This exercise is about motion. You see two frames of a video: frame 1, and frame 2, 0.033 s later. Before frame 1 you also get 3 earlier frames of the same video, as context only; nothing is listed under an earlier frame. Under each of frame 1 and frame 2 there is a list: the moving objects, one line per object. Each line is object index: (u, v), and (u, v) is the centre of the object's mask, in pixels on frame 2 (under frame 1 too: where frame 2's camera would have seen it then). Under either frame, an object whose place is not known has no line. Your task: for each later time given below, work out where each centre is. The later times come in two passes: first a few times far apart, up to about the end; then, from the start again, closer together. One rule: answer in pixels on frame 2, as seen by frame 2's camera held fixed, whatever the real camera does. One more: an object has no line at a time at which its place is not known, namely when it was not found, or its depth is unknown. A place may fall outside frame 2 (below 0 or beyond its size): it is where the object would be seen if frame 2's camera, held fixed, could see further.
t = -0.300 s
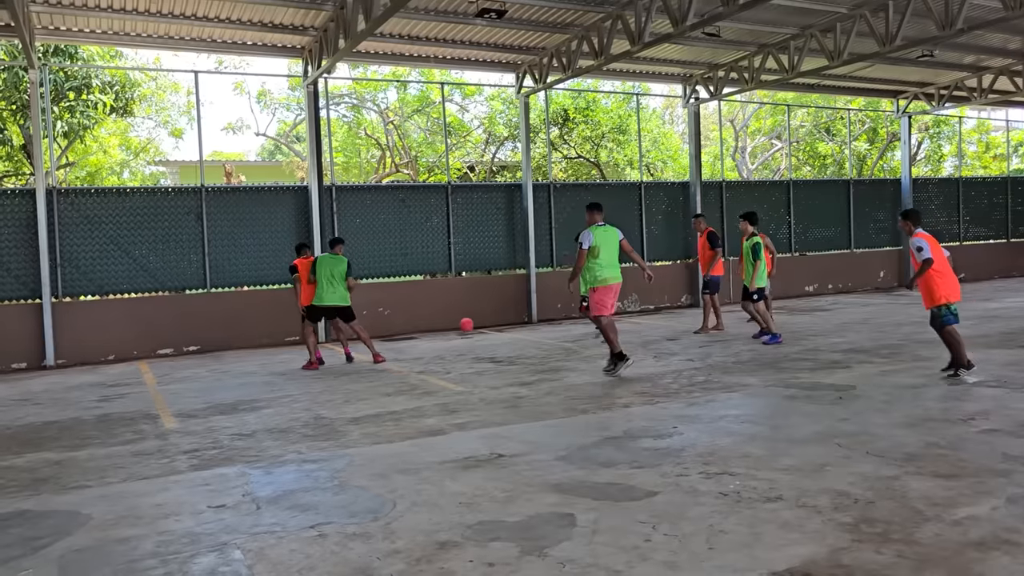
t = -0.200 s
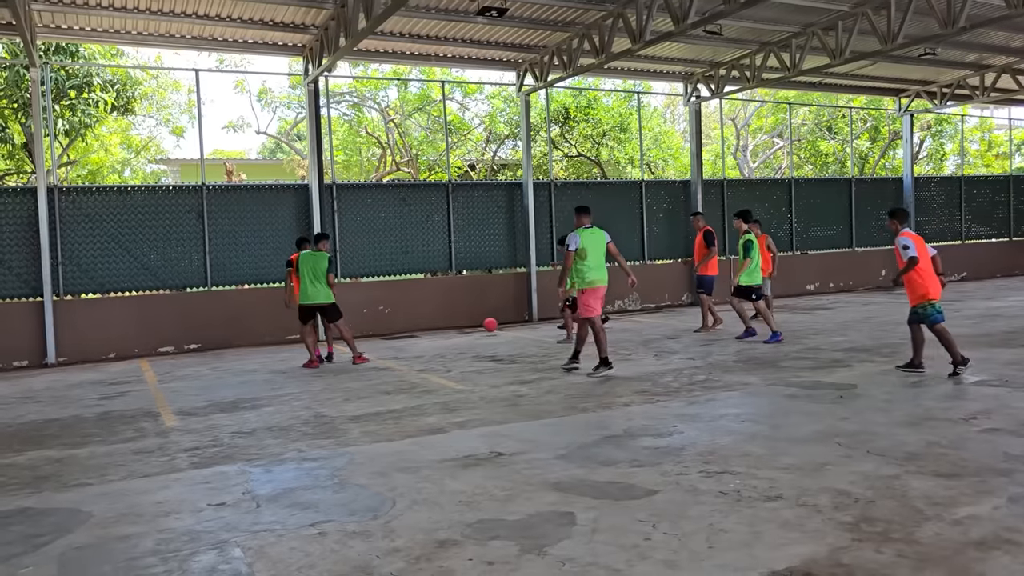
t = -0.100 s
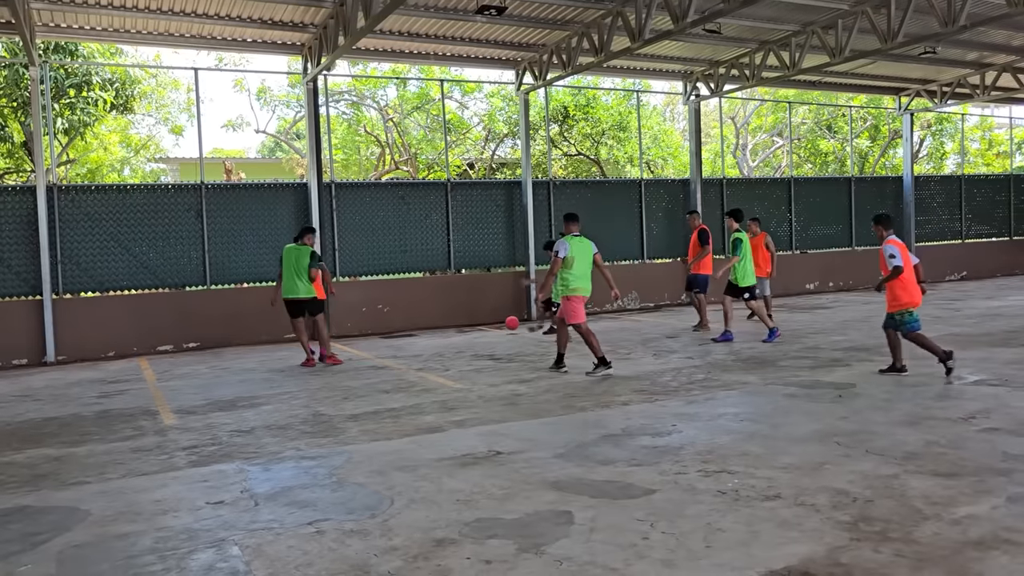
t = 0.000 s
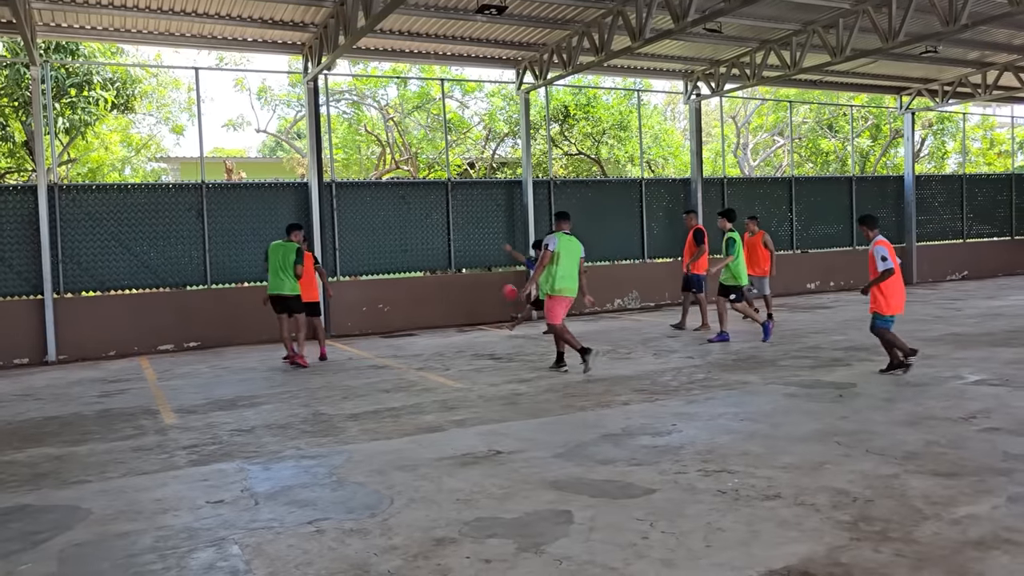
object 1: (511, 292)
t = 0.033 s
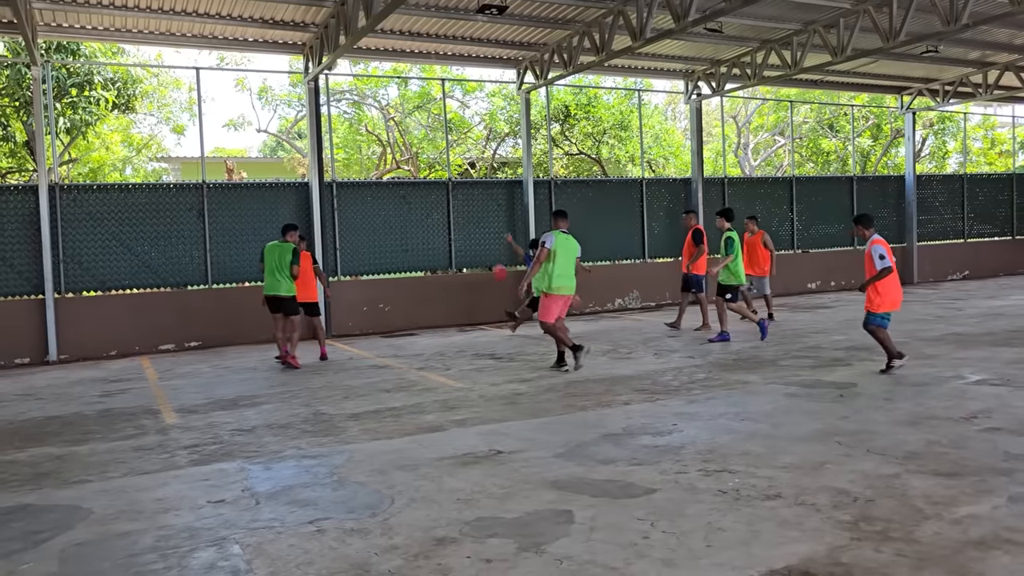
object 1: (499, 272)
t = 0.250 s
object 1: (435, 159)
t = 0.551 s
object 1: (369, 70)
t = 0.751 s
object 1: (417, 161)
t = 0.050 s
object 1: (494, 263)
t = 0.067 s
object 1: (490, 253)
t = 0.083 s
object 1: (486, 244)
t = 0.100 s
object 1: (480, 235)
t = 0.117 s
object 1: (475, 226)
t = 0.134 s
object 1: (469, 217)
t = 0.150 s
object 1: (465, 208)
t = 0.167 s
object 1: (460, 199)
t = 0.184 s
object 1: (455, 191)
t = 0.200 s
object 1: (450, 184)
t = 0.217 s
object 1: (446, 176)
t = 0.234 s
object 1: (440, 167)
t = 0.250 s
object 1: (435, 159)
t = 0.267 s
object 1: (430, 150)
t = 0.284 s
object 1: (425, 143)
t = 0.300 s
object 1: (420, 136)
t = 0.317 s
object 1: (415, 128)
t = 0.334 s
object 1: (410, 120)
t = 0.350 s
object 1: (405, 113)
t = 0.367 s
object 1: (400, 106)
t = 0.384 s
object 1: (395, 99)
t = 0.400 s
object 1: (390, 92)
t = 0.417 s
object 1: (385, 86)
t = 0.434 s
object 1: (380, 79)
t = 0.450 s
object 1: (375, 73)
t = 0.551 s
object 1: (369, 70)
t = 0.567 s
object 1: (373, 77)
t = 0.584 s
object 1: (377, 84)
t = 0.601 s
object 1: (382, 91)
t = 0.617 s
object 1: (386, 99)
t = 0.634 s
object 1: (390, 107)
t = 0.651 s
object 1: (394, 114)
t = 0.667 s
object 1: (398, 122)
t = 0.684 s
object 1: (401, 129)
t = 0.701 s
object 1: (405, 137)
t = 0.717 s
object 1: (409, 145)
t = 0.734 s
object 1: (414, 153)
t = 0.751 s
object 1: (417, 161)
